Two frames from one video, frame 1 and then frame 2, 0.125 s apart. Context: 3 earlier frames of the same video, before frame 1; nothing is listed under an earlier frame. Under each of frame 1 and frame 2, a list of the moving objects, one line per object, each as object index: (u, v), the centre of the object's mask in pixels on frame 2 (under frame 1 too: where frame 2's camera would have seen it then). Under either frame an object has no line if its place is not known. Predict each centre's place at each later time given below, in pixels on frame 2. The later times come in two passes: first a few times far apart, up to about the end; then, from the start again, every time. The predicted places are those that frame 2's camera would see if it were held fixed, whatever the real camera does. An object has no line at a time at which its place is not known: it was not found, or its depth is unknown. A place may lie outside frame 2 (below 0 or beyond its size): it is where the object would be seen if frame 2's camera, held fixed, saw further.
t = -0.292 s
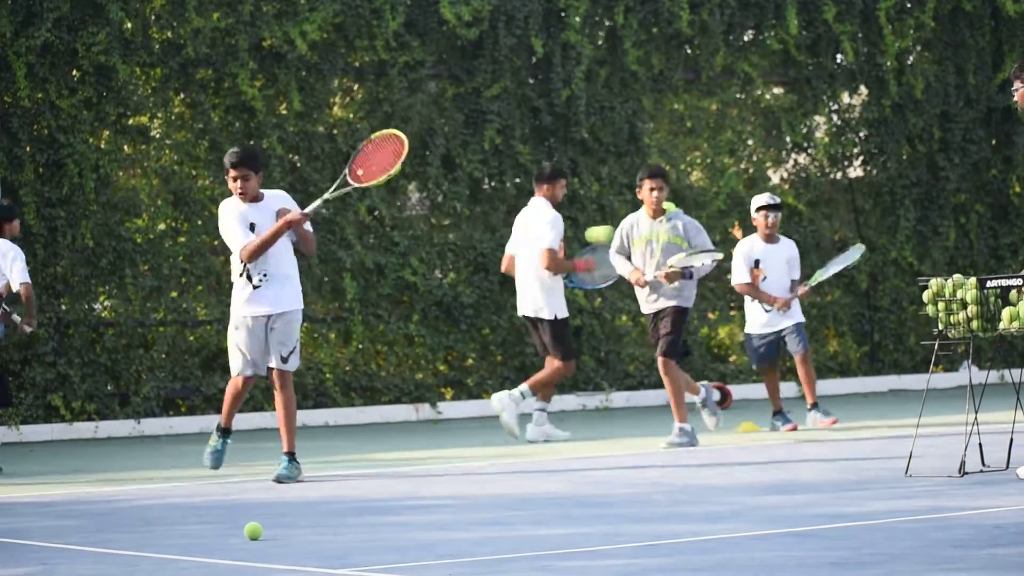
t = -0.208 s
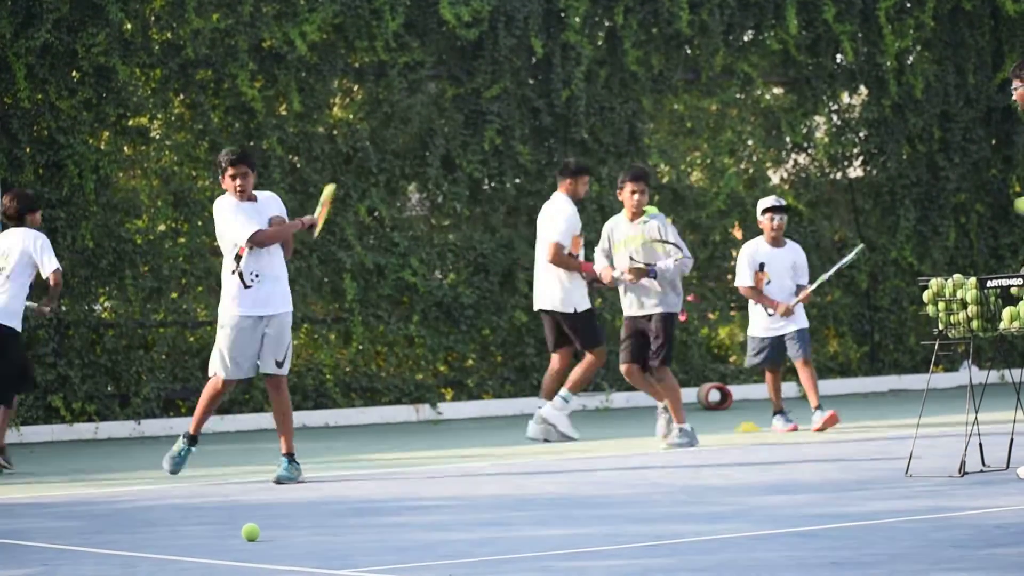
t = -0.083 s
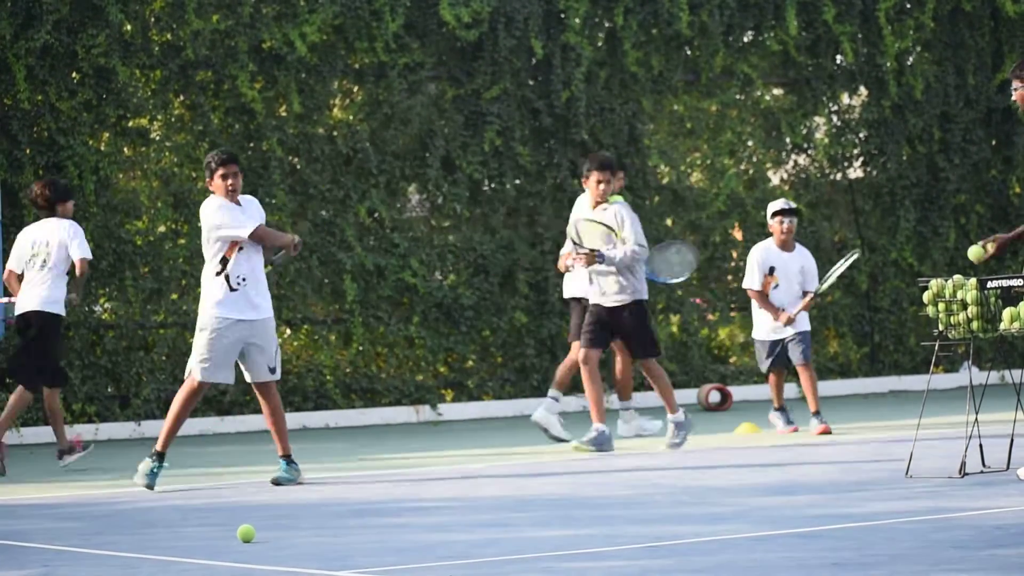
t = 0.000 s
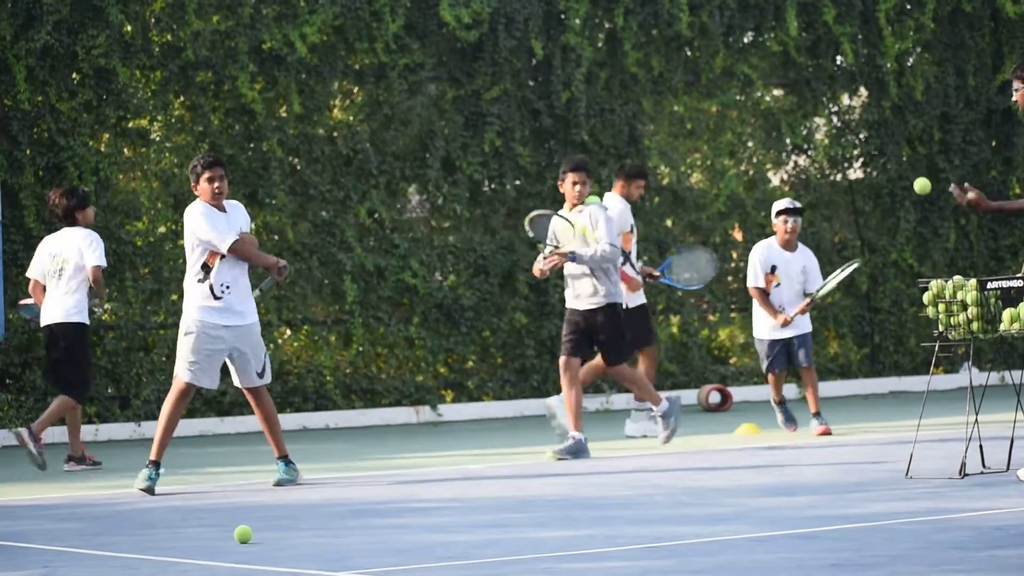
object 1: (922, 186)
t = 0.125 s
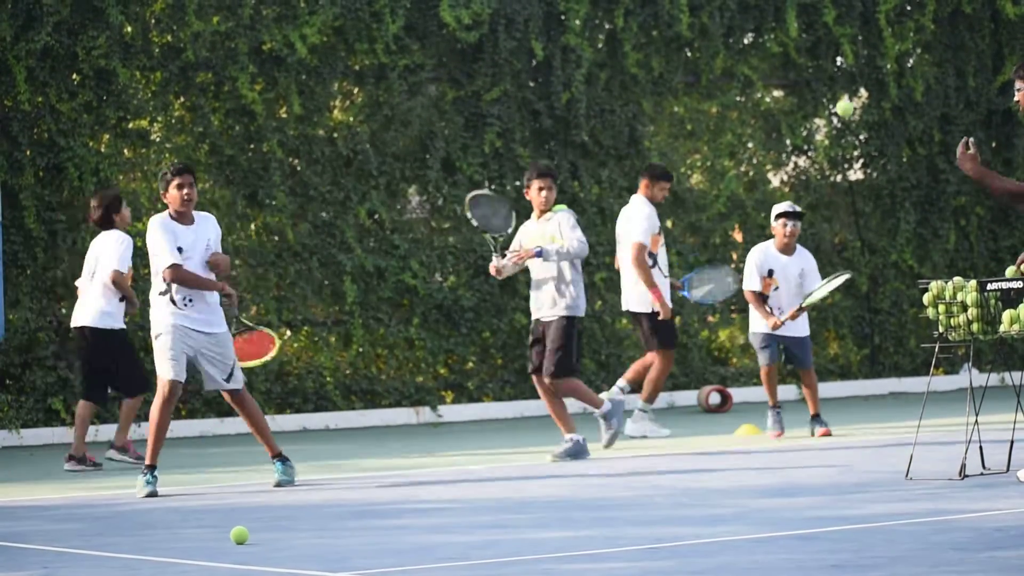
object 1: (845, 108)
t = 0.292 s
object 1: (744, 60)
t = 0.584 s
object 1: (578, 130)
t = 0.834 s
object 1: (446, 345)
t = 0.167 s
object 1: (819, 90)
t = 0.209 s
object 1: (794, 76)
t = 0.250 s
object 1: (769, 66)
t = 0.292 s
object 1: (744, 60)
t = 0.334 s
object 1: (720, 58)
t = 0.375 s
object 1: (696, 60)
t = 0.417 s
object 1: (671, 66)
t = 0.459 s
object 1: (648, 76)
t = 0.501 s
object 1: (624, 90)
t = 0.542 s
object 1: (601, 108)
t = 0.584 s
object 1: (578, 130)
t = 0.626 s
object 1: (556, 156)
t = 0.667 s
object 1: (533, 186)
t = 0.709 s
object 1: (511, 220)
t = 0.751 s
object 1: (489, 258)
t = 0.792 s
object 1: (468, 300)
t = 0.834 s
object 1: (446, 345)
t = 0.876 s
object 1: (426, 395)
